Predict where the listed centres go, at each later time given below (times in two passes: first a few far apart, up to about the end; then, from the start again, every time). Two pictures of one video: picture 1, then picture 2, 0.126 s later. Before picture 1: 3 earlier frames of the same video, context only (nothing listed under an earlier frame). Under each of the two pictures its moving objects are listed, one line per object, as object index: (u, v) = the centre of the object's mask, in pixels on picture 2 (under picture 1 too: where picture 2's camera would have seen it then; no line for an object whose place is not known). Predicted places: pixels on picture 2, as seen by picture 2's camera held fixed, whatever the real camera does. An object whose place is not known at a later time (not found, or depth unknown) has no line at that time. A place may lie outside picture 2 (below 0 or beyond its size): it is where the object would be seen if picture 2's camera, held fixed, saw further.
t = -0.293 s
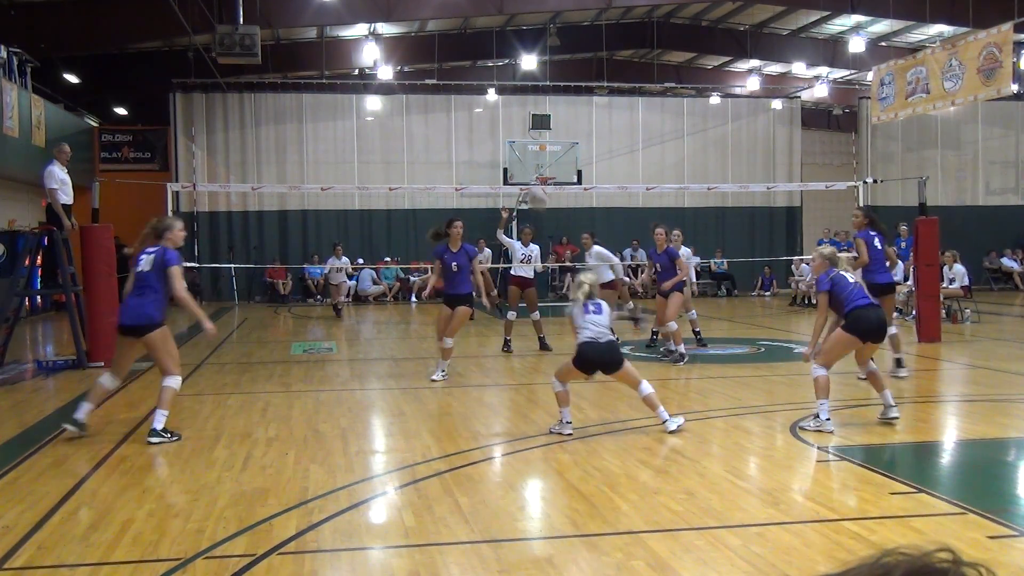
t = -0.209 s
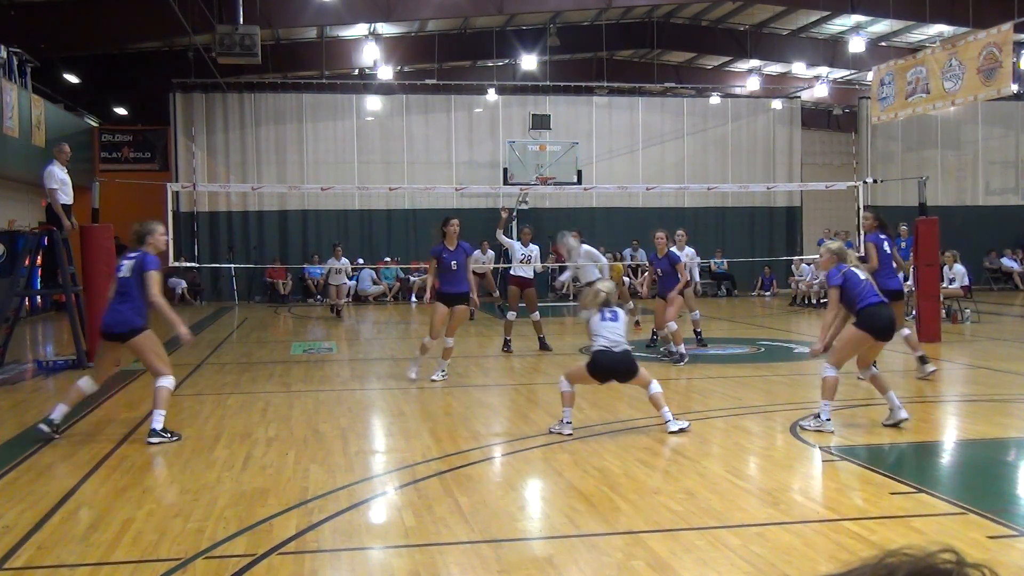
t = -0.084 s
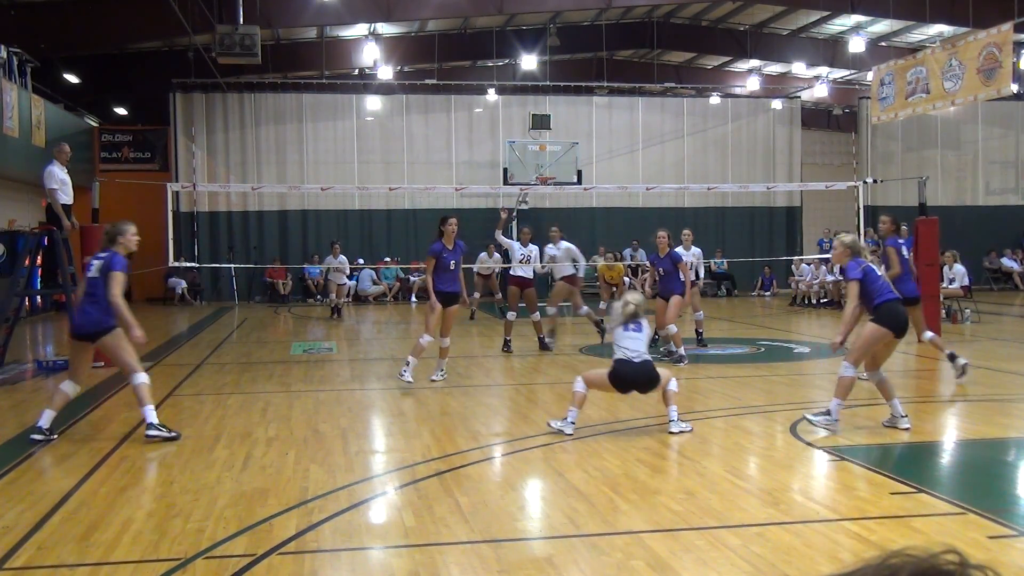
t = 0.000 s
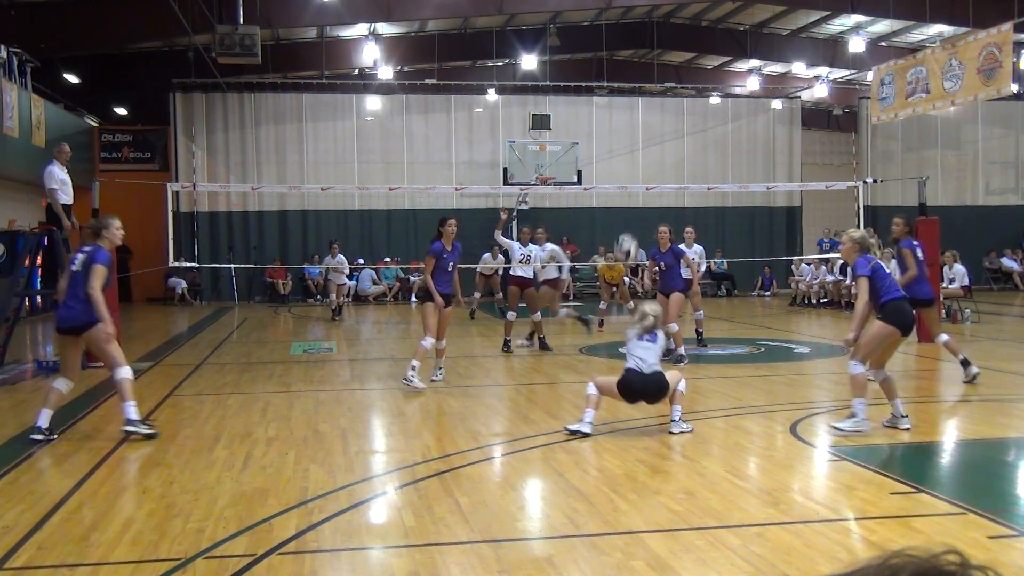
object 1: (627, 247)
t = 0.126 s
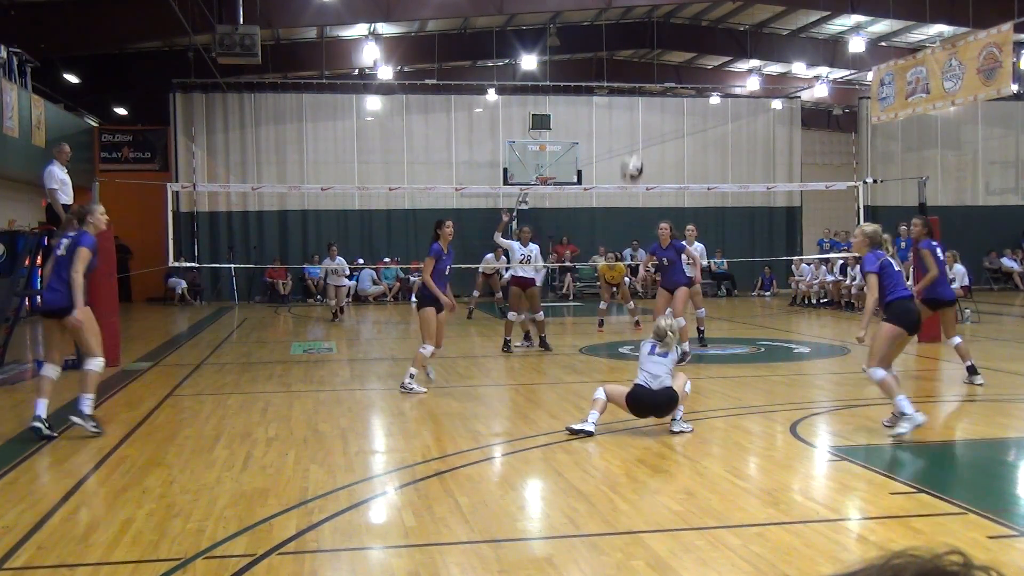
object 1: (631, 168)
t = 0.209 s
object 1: (636, 122)
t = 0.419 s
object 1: (645, 59)
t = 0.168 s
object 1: (634, 146)
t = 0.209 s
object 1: (636, 122)
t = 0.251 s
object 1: (634, 104)
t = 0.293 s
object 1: (637, 90)
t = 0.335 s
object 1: (641, 77)
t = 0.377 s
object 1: (643, 69)
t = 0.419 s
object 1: (645, 59)
